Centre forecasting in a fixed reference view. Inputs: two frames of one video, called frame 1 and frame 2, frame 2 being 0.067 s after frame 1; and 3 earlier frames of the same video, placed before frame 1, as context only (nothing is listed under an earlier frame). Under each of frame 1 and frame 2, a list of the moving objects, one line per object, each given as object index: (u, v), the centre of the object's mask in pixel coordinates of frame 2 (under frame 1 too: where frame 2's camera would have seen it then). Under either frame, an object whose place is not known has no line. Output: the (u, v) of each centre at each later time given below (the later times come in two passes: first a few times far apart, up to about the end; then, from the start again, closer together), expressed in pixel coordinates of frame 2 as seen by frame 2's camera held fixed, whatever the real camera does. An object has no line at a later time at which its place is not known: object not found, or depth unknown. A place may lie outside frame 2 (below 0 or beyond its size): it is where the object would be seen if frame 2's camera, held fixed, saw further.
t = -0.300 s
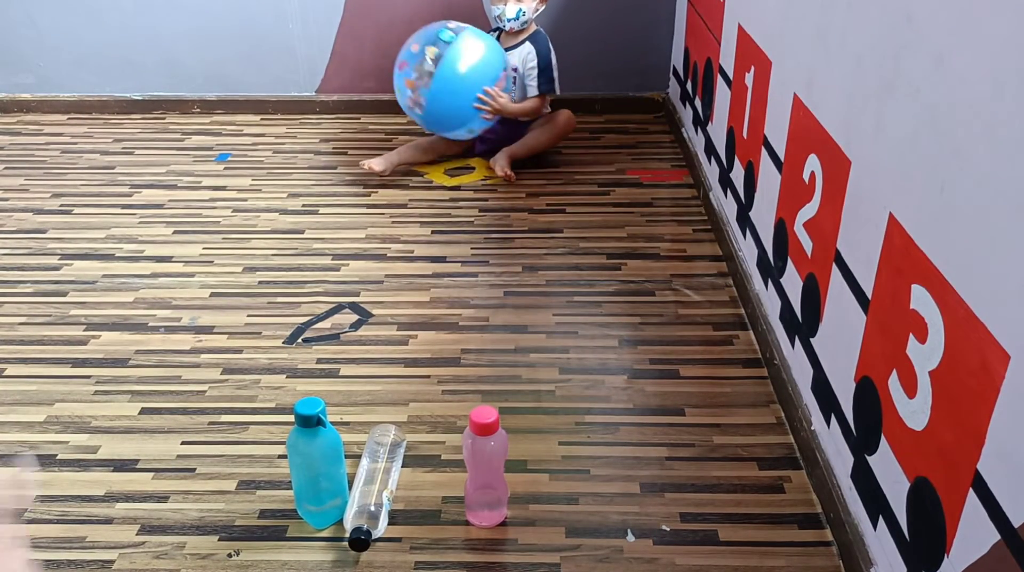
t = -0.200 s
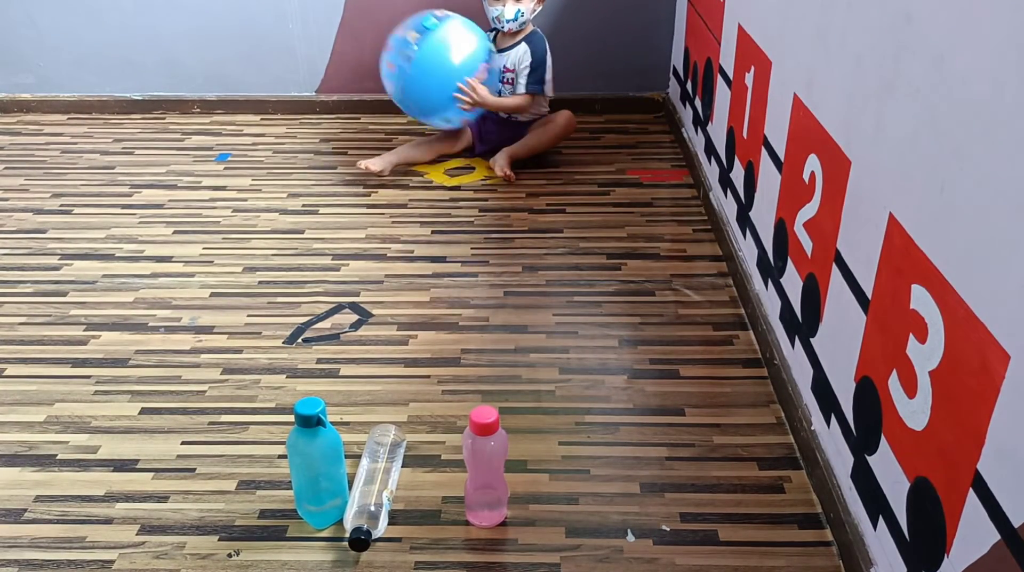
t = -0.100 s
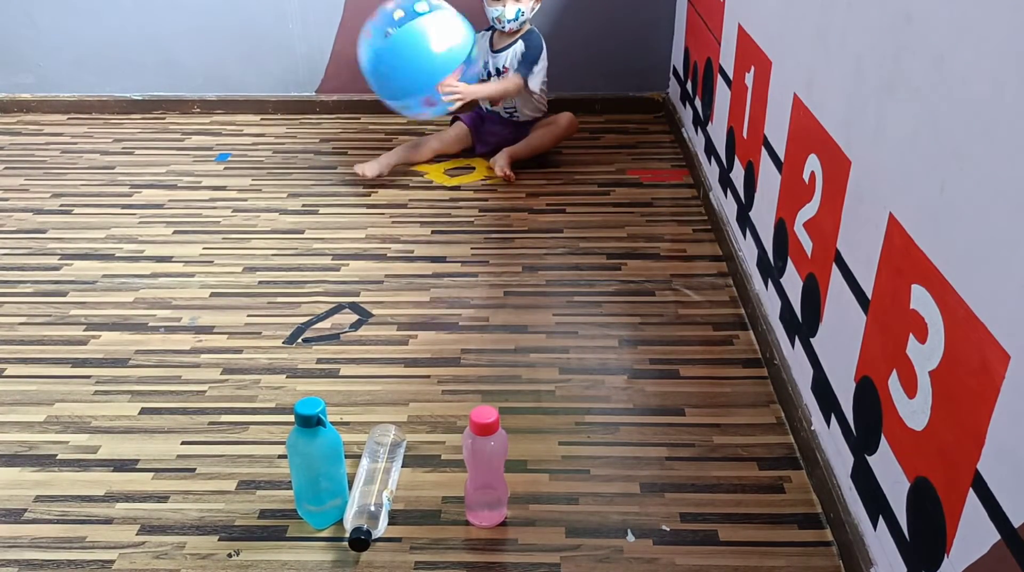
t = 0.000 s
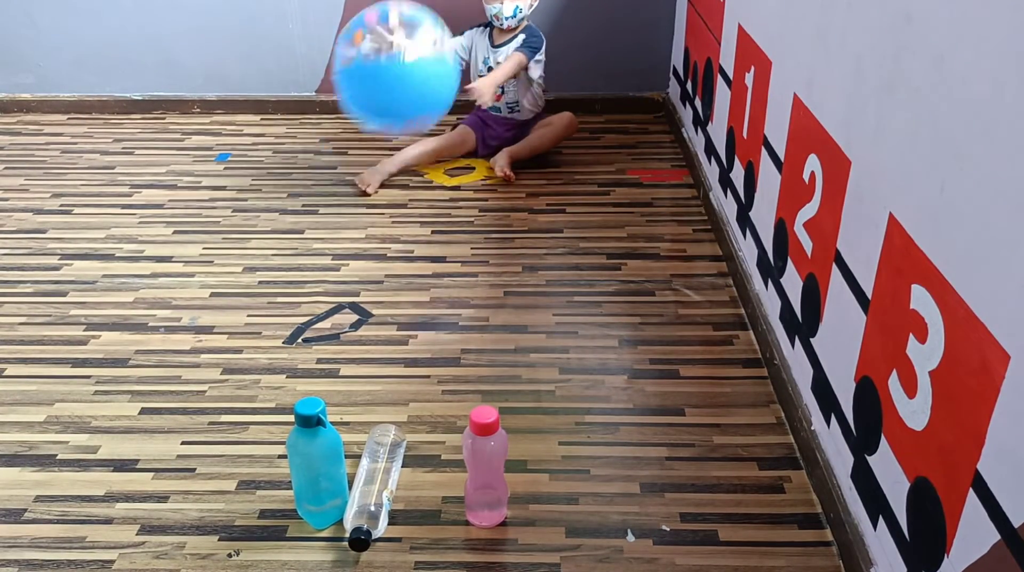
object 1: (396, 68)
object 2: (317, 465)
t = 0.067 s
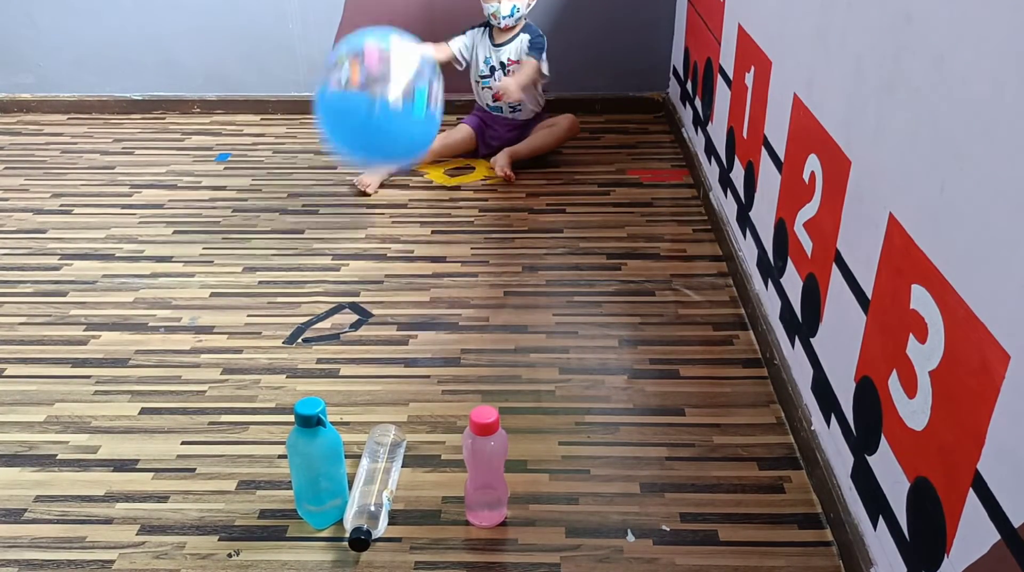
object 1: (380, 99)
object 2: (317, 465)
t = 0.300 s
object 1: (346, 208)
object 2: (317, 465)
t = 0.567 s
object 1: (354, 332)
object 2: (317, 465)
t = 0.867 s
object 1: (343, 326)
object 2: (297, 488)
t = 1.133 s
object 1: (374, 380)
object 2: (258, 534)
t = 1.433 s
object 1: (363, 373)
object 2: (259, 547)
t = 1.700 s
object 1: (351, 360)
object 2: (259, 547)
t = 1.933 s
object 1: (317, 361)
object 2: (259, 547)
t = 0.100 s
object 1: (372, 120)
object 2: (317, 465)
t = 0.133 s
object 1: (363, 146)
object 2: (317, 465)
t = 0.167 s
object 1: (356, 179)
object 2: (317, 465)
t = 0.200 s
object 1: (351, 207)
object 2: (317, 465)
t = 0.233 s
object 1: (349, 206)
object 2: (317, 465)
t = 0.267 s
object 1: (347, 205)
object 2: (317, 465)
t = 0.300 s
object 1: (346, 208)
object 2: (317, 465)
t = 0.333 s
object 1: (346, 214)
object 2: (317, 465)
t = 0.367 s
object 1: (347, 226)
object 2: (317, 465)
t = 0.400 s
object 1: (349, 242)
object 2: (317, 465)
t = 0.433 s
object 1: (351, 262)
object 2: (317, 465)
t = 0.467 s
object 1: (355, 292)
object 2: (317, 465)
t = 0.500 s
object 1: (357, 318)
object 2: (317, 465)
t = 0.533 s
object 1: (356, 326)
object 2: (317, 465)
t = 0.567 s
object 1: (354, 332)
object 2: (317, 465)
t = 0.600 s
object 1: (352, 337)
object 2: (317, 466)
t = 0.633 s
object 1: (346, 329)
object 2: (316, 469)
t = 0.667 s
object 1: (343, 318)
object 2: (313, 473)
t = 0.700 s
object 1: (342, 308)
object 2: (310, 476)
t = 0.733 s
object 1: (341, 302)
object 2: (308, 480)
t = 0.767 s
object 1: (340, 301)
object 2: (306, 482)
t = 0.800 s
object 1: (340, 305)
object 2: (304, 484)
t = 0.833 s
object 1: (341, 313)
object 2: (301, 486)
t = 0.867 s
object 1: (343, 326)
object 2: (297, 488)
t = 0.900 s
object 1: (345, 345)
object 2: (292, 491)
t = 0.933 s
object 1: (349, 368)
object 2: (286, 495)
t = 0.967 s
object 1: (353, 385)
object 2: (277, 503)
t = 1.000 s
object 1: (357, 378)
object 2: (268, 518)
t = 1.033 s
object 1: (361, 373)
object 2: (265, 533)
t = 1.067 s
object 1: (366, 371)
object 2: (265, 535)
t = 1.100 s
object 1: (371, 375)
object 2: (258, 534)
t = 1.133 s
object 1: (374, 380)
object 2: (258, 534)
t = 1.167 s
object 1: (374, 386)
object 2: (261, 536)
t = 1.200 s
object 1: (374, 384)
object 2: (259, 536)
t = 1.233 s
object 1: (373, 379)
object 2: (256, 537)
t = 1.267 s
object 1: (371, 378)
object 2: (256, 539)
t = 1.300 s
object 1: (368, 379)
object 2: (258, 543)
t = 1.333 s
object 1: (366, 381)
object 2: (259, 544)
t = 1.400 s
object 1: (364, 376)
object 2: (259, 546)
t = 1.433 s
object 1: (363, 373)
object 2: (259, 547)
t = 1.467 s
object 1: (362, 374)
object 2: (259, 547)
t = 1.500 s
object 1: (361, 373)
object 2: (259, 547)
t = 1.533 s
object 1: (359, 368)
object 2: (259, 547)
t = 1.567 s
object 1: (358, 367)
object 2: (259, 547)
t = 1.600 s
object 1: (357, 366)
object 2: (259, 547)
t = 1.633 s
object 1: (354, 362)
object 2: (259, 547)
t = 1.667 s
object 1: (353, 361)
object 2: (259, 547)
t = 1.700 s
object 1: (351, 360)
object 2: (259, 547)
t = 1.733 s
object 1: (348, 358)
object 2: (259, 547)
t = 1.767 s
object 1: (344, 356)
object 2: (259, 547)
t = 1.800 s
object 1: (341, 356)
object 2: (259, 547)
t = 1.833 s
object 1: (336, 357)
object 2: (259, 547)
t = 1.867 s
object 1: (330, 356)
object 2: (259, 547)
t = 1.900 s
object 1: (324, 358)
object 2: (259, 547)
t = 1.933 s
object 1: (317, 361)
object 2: (259, 547)
